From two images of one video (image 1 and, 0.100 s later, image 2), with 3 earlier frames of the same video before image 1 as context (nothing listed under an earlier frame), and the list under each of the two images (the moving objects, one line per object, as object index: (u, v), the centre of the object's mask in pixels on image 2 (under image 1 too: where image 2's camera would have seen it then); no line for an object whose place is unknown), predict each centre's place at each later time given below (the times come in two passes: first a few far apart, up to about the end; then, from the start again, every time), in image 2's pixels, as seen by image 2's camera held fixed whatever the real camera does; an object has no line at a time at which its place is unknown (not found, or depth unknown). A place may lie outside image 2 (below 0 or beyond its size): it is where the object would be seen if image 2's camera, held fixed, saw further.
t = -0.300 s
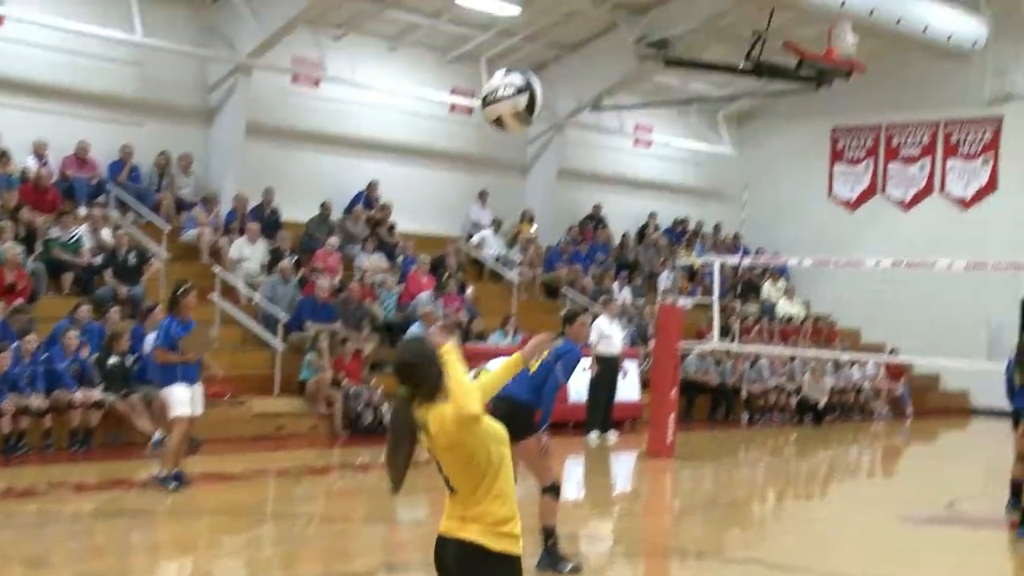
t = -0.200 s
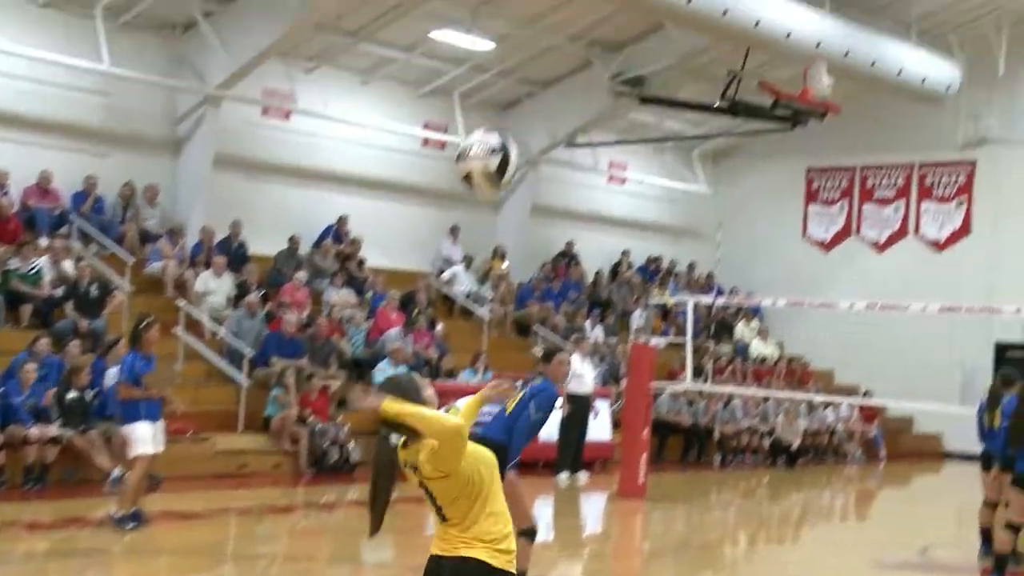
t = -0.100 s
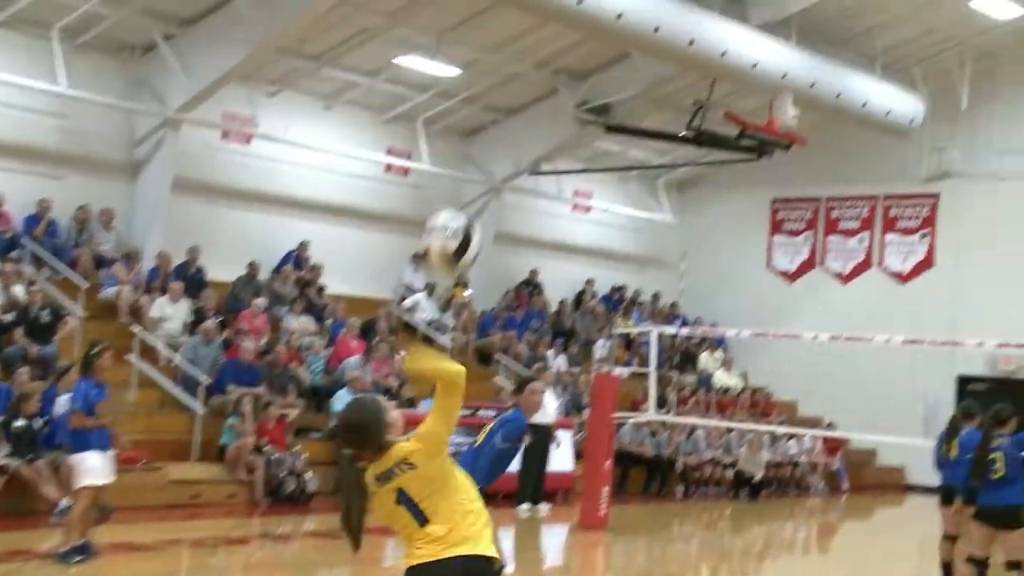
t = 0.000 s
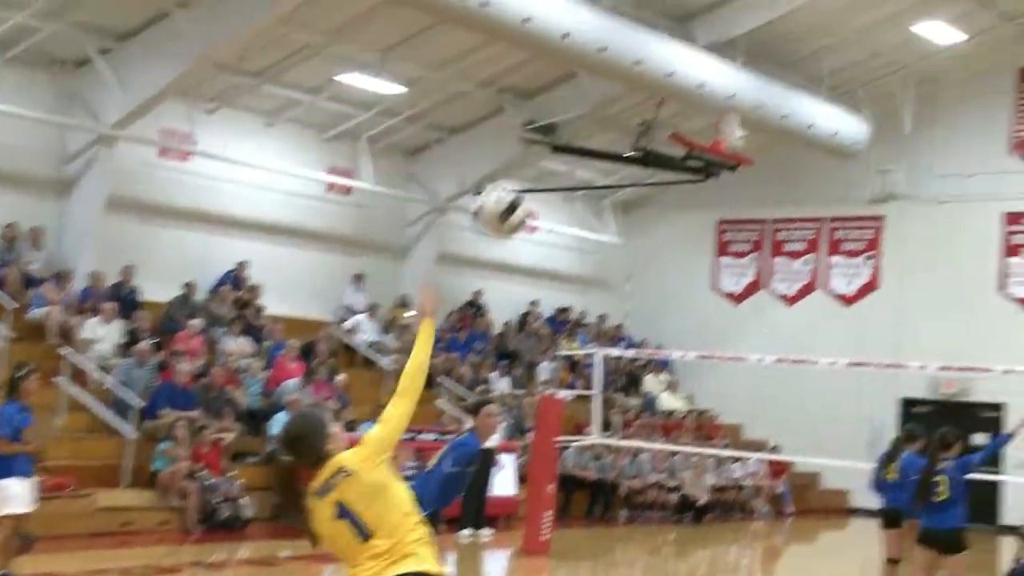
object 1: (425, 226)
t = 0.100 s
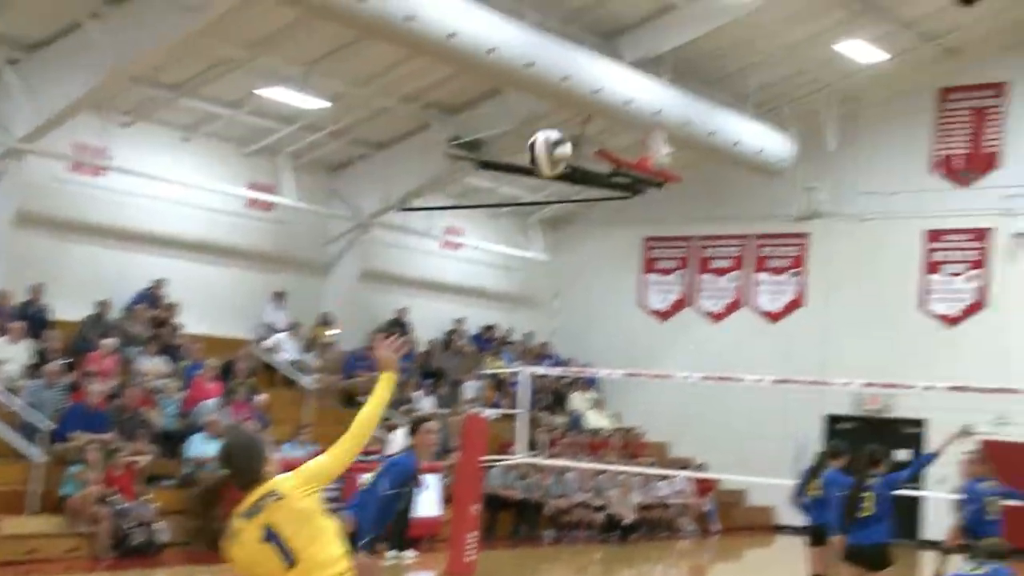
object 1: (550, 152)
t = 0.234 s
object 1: (662, 110)
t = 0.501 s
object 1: (779, 135)
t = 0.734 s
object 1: (819, 211)
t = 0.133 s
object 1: (582, 136)
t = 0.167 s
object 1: (612, 125)
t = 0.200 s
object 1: (638, 116)
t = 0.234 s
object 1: (662, 110)
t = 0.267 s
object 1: (683, 107)
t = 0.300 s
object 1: (703, 106)
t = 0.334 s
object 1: (720, 108)
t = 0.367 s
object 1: (736, 111)
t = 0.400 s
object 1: (749, 115)
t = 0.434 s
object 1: (761, 121)
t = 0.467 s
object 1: (770, 127)
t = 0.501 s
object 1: (779, 135)
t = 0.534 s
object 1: (787, 143)
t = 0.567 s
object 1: (794, 152)
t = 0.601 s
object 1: (801, 163)
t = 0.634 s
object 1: (805, 175)
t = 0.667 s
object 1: (811, 186)
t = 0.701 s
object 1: (816, 198)
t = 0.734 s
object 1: (819, 211)
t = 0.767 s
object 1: (823, 225)
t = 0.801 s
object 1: (828, 237)
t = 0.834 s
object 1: (832, 252)
